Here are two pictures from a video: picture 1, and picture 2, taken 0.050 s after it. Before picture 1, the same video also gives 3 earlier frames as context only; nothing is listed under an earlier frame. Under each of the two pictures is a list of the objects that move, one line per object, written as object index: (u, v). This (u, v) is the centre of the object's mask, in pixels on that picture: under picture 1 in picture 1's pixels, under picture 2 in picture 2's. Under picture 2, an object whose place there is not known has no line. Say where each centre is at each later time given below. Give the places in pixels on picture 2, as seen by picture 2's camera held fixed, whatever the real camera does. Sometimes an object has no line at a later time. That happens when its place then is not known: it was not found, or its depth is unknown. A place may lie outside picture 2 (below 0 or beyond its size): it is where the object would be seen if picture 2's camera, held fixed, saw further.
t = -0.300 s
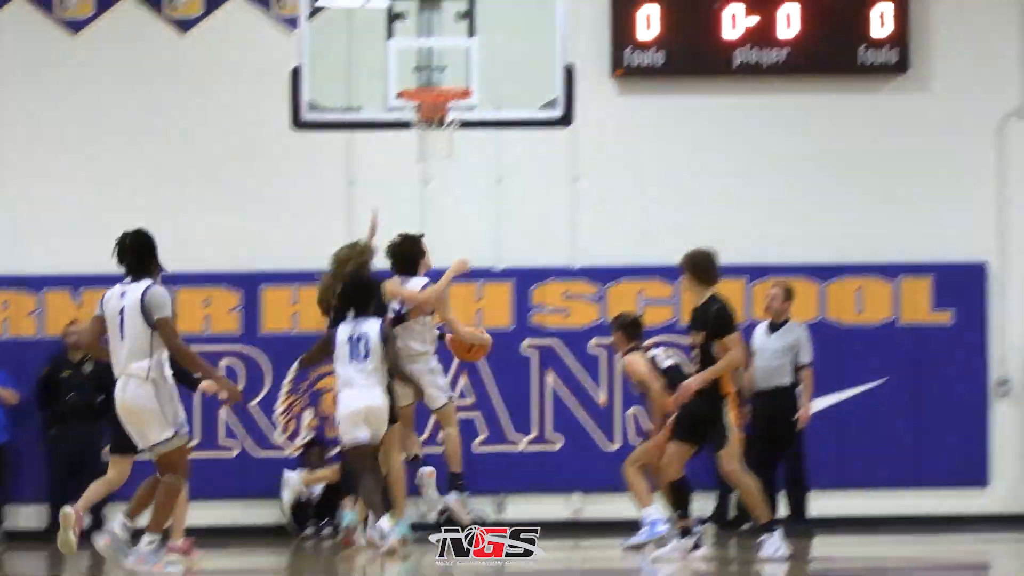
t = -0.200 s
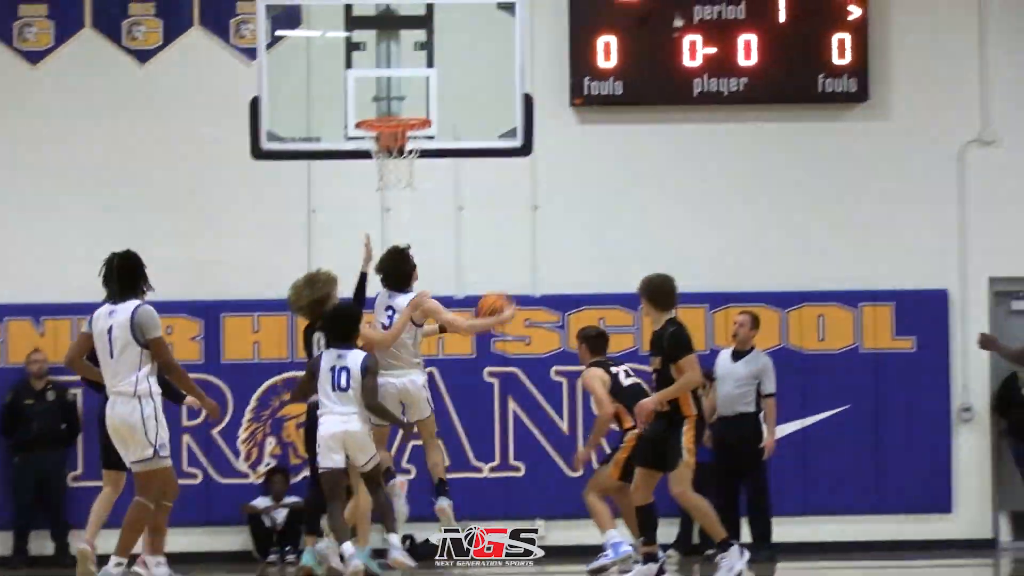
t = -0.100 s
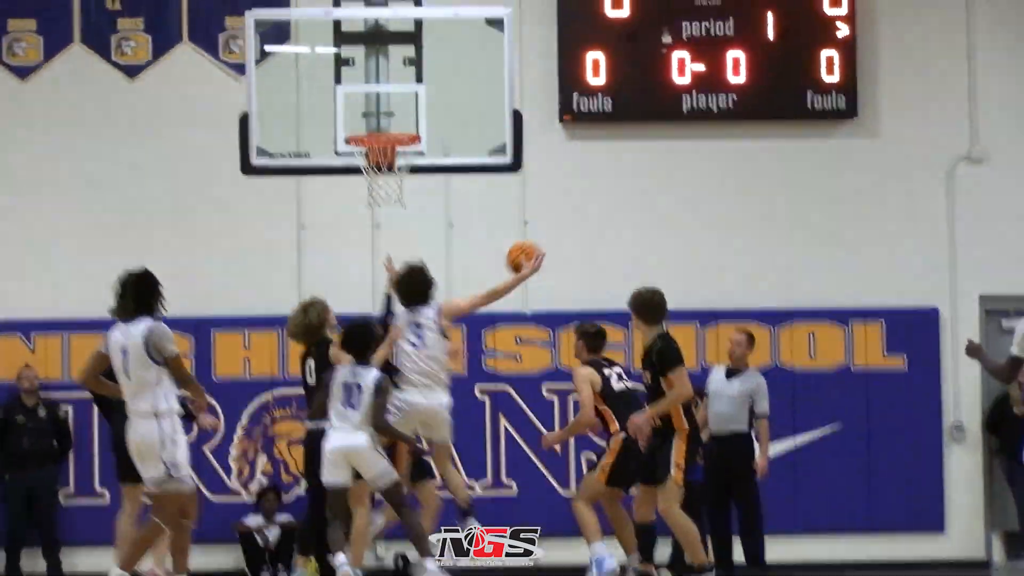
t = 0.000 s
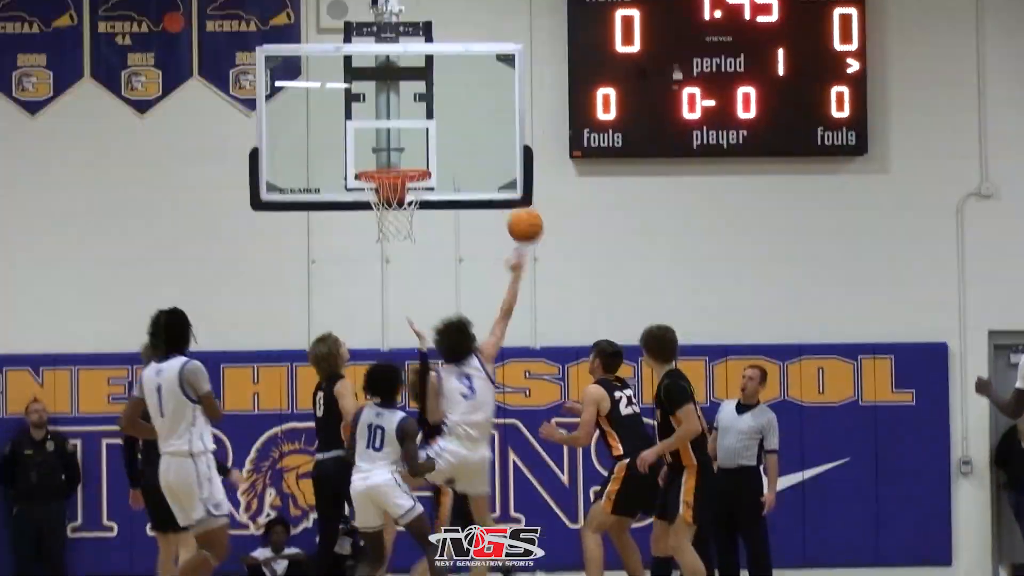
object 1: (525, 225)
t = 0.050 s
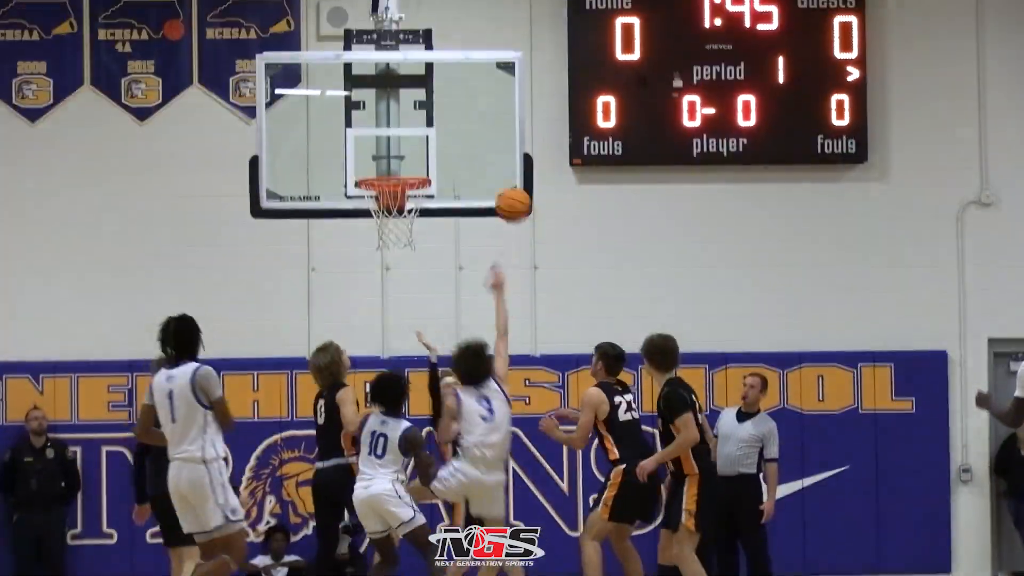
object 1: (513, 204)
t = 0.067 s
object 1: (509, 196)
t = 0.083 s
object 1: (505, 186)
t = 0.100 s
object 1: (502, 179)
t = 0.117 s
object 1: (497, 170)
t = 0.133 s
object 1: (494, 163)
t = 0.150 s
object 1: (489, 156)
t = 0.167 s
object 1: (485, 150)
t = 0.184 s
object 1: (481, 144)
